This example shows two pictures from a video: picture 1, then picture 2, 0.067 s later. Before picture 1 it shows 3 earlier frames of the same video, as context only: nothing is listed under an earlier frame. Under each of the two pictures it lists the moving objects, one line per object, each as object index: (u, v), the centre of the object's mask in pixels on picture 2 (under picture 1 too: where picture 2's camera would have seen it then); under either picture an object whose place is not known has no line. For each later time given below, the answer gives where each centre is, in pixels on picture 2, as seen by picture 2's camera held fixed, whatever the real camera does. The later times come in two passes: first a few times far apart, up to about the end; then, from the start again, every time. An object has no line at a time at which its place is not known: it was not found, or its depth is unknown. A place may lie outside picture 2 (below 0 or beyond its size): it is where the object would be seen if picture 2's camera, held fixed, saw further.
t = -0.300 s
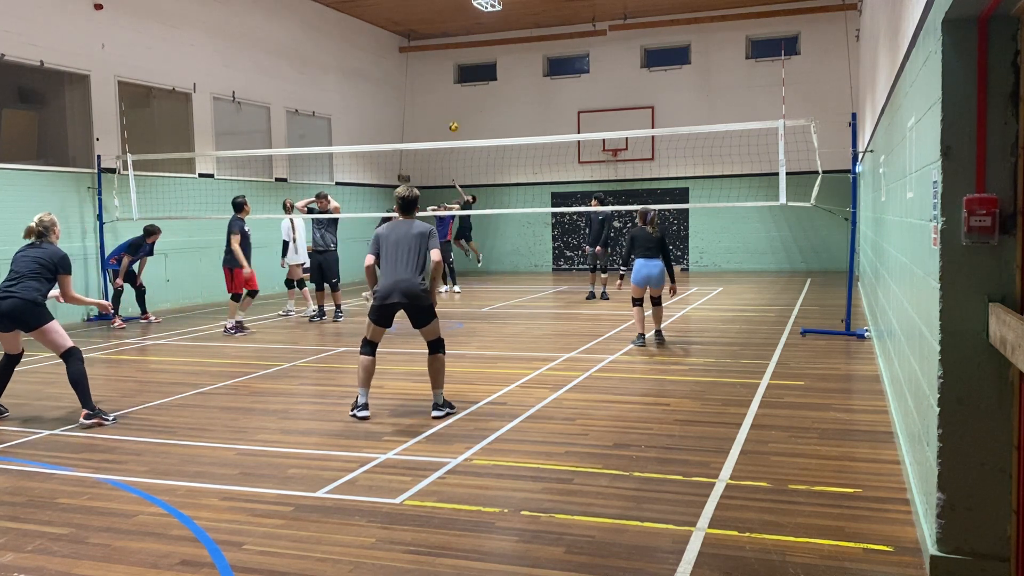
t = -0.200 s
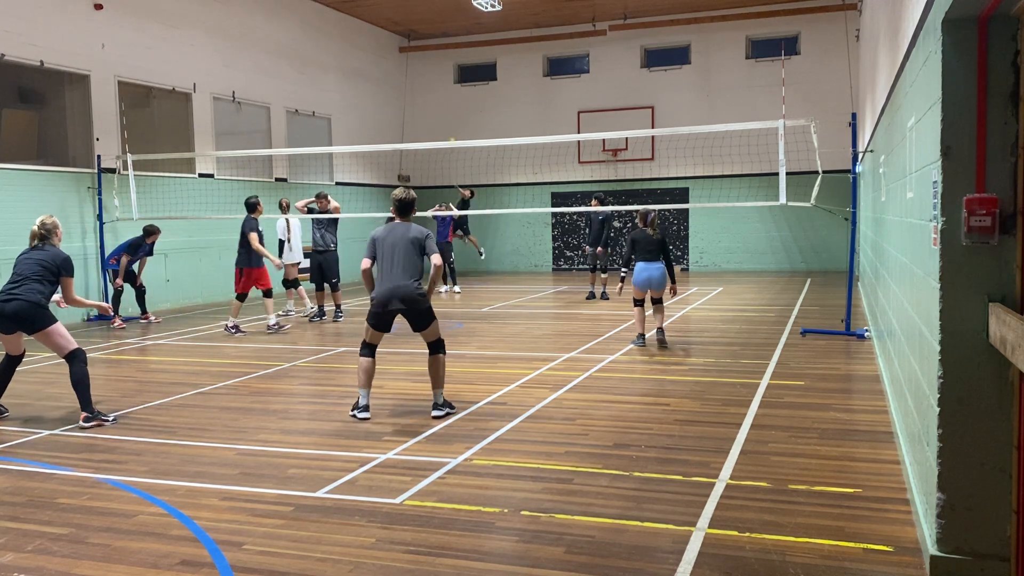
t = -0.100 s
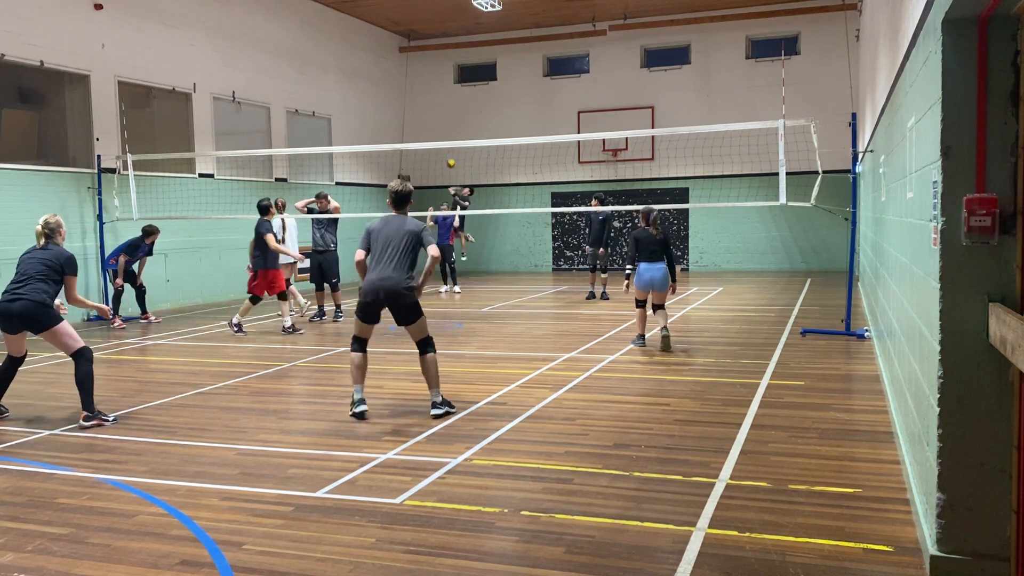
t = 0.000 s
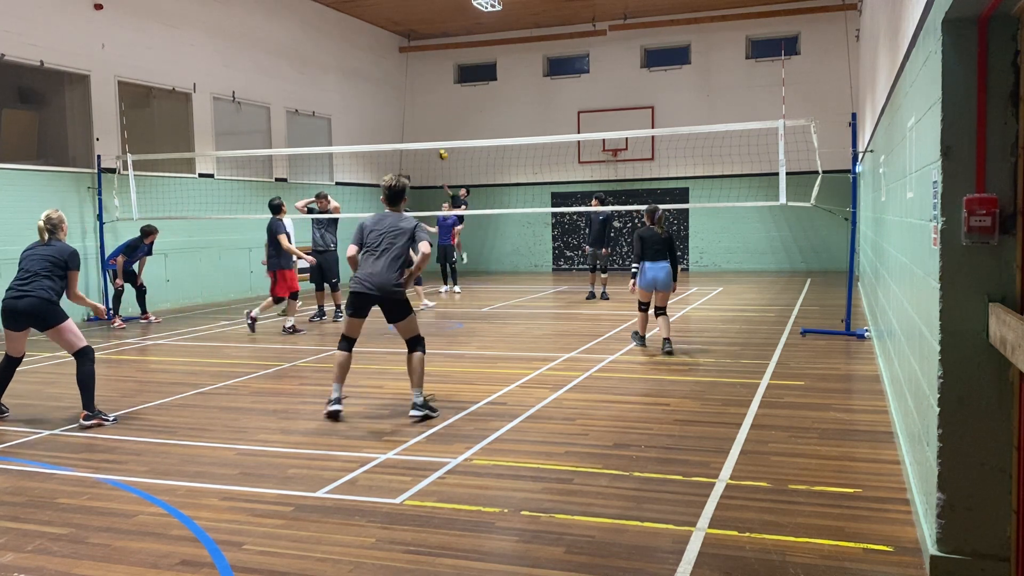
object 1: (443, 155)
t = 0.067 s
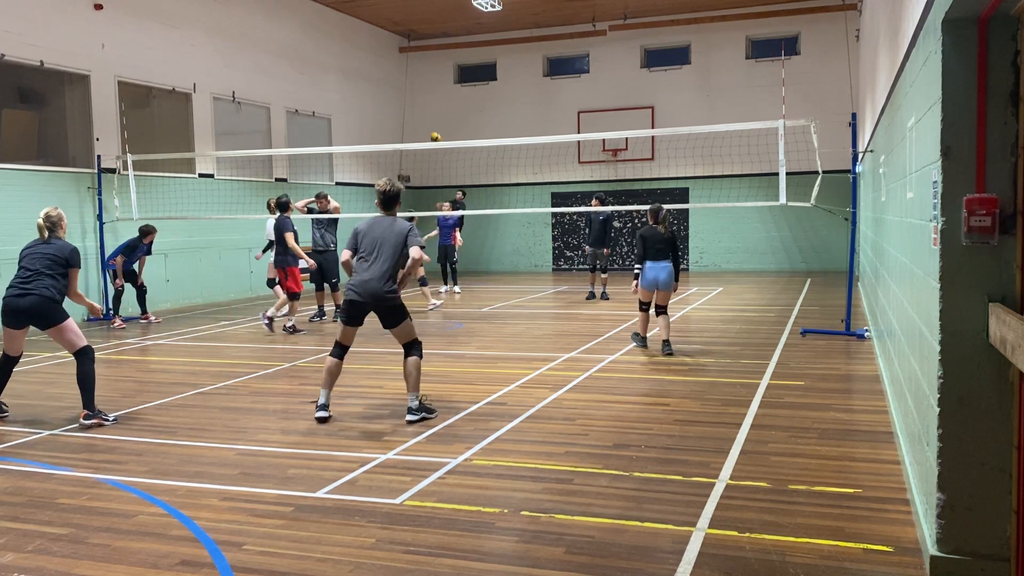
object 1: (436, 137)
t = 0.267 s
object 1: (414, 94)
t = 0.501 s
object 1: (390, 67)
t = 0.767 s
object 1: (362, 95)
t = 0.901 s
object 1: (347, 151)
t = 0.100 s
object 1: (432, 130)
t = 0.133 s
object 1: (428, 122)
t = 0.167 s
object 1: (425, 115)
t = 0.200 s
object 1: (421, 107)
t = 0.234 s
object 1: (418, 100)
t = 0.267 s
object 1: (414, 94)
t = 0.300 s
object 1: (411, 88)
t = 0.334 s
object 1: (407, 83)
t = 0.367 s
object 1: (404, 78)
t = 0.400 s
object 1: (401, 74)
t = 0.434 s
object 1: (397, 72)
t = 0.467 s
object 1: (394, 69)
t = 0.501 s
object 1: (390, 67)
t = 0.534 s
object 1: (387, 66)
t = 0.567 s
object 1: (383, 67)
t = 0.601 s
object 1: (379, 68)
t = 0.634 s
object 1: (376, 70)
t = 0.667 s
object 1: (372, 74)
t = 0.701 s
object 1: (369, 79)
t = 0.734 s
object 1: (365, 86)
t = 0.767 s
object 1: (362, 95)
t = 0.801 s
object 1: (358, 105)
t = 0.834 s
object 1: (354, 117)
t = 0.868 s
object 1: (351, 133)
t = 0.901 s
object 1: (347, 151)
